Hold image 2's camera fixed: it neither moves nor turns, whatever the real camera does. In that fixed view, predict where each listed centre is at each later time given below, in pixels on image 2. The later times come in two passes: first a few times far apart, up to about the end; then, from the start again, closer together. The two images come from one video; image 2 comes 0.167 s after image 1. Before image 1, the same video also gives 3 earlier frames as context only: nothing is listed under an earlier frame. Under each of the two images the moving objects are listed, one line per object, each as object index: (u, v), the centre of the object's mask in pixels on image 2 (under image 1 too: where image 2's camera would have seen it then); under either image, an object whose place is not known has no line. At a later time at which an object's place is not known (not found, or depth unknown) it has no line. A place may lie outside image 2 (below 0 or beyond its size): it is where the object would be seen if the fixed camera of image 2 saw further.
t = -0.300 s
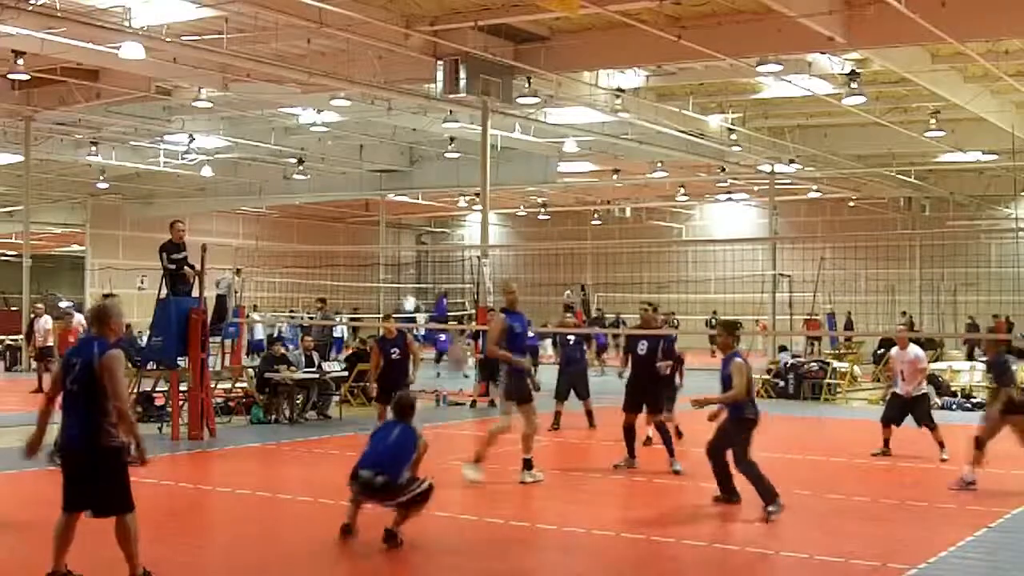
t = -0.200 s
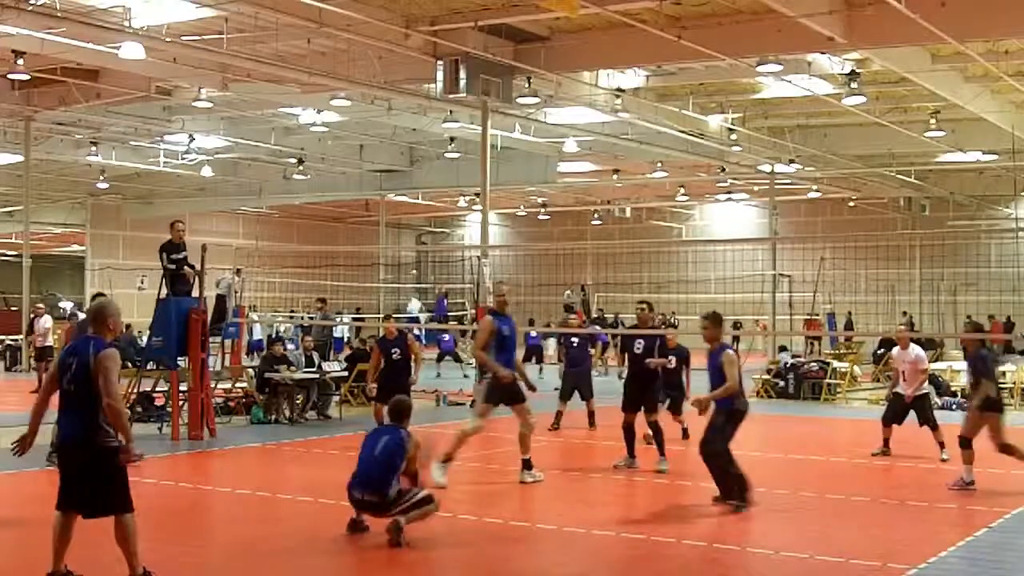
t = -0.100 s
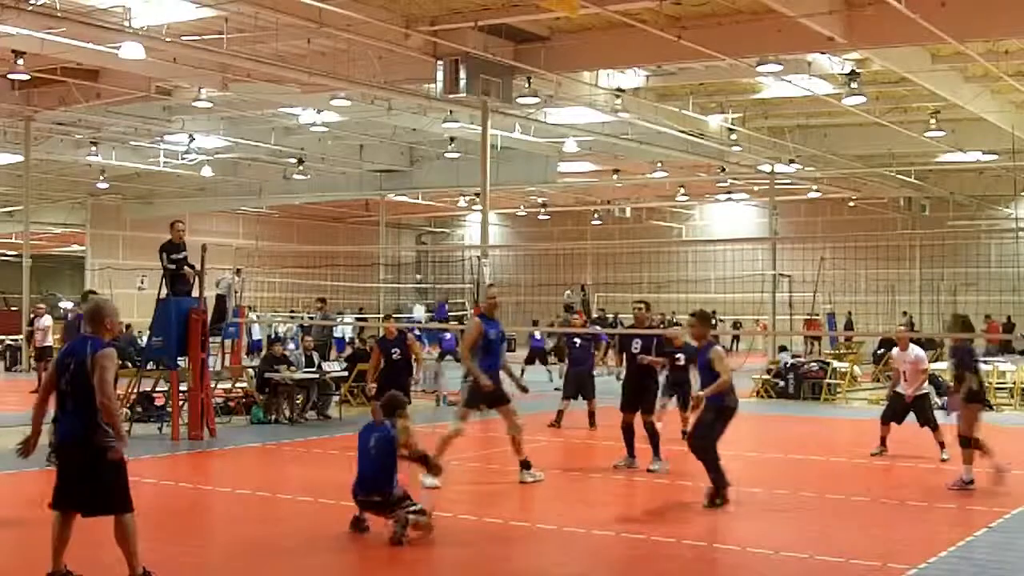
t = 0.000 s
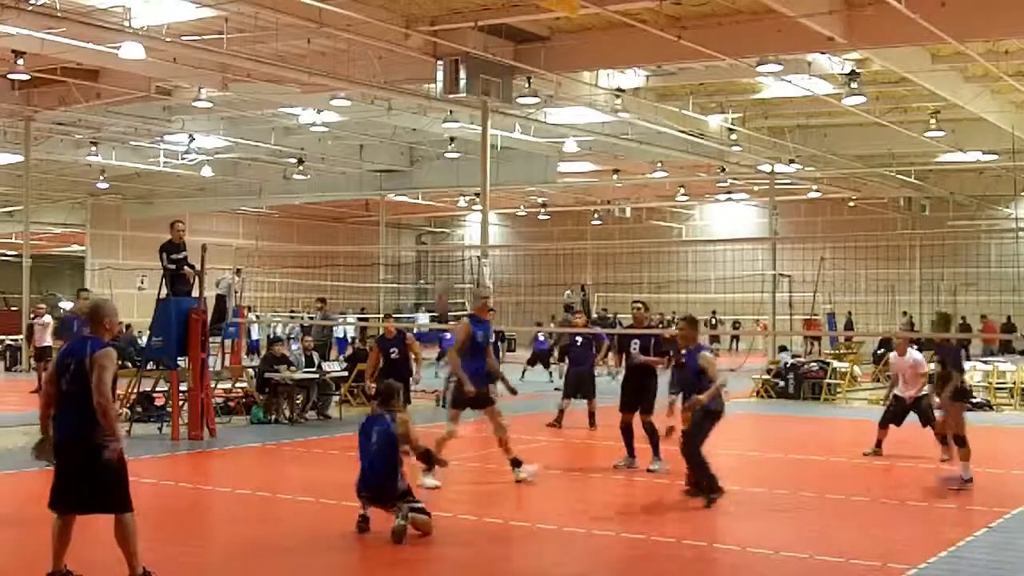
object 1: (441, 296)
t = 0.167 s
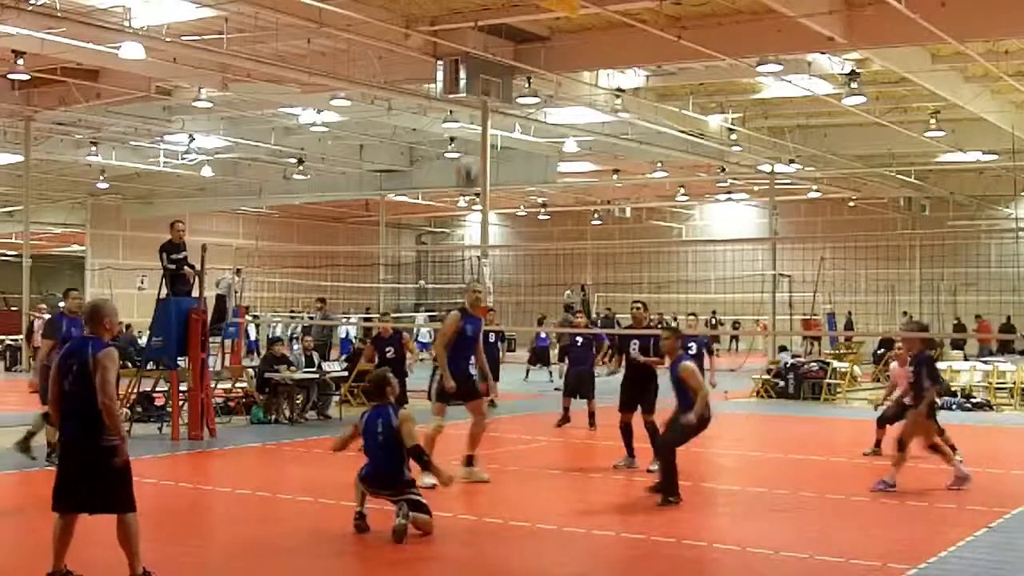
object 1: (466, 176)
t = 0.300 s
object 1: (485, 105)
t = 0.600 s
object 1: (527, 30)
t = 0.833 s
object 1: (557, 54)
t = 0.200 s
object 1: (470, 162)
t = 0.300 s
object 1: (485, 105)
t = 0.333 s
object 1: (490, 88)
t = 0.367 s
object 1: (493, 81)
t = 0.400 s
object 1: (501, 65)
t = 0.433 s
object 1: (504, 55)
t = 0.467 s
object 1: (510, 49)
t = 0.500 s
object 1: (516, 39)
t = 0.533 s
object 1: (517, 36)
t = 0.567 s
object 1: (521, 34)
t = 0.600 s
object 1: (527, 30)
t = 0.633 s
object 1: (529, 29)
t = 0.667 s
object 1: (534, 30)
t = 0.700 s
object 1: (537, 35)
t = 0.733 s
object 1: (543, 35)
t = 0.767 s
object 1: (547, 40)
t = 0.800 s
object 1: (551, 46)
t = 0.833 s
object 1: (557, 54)
